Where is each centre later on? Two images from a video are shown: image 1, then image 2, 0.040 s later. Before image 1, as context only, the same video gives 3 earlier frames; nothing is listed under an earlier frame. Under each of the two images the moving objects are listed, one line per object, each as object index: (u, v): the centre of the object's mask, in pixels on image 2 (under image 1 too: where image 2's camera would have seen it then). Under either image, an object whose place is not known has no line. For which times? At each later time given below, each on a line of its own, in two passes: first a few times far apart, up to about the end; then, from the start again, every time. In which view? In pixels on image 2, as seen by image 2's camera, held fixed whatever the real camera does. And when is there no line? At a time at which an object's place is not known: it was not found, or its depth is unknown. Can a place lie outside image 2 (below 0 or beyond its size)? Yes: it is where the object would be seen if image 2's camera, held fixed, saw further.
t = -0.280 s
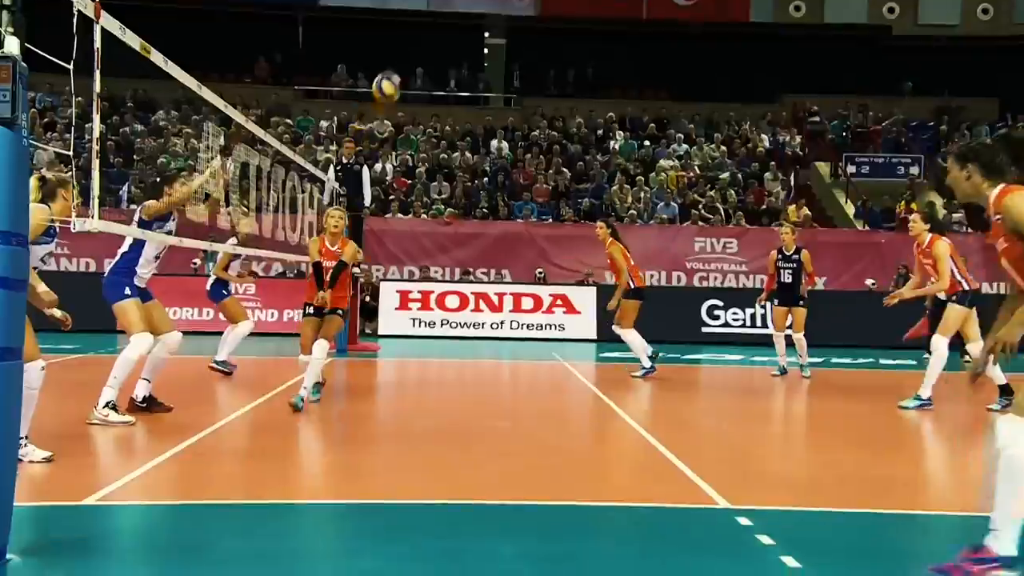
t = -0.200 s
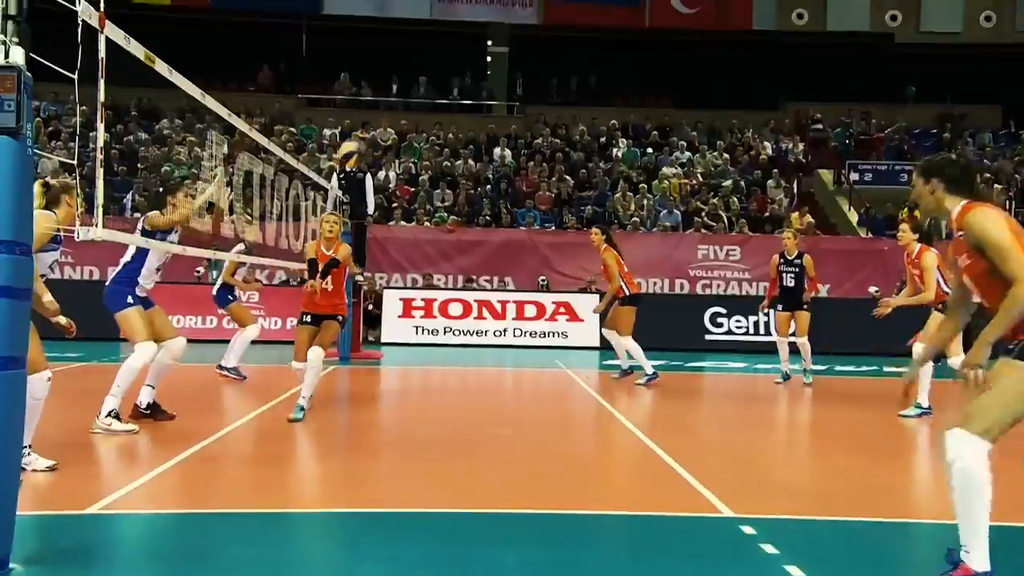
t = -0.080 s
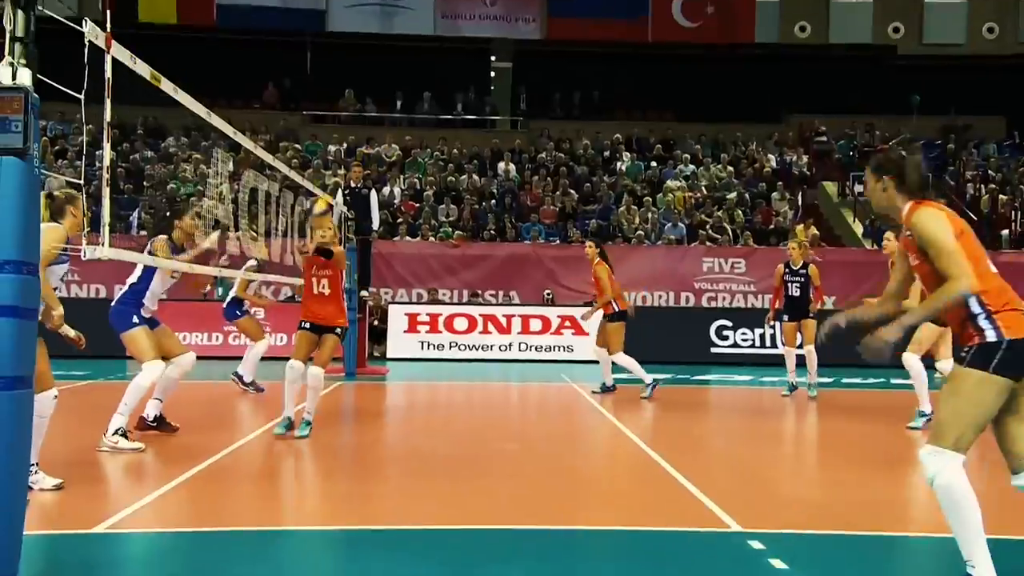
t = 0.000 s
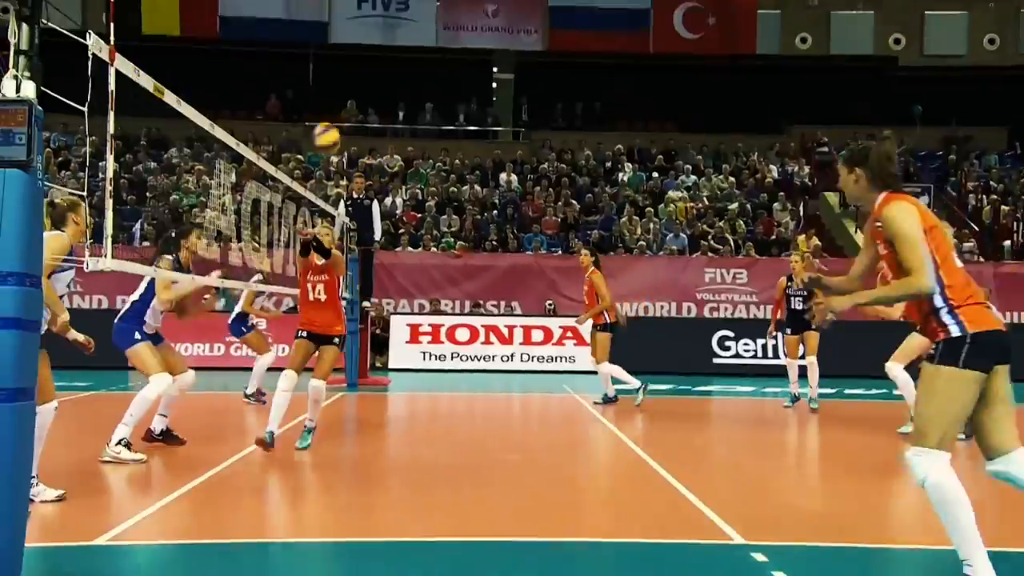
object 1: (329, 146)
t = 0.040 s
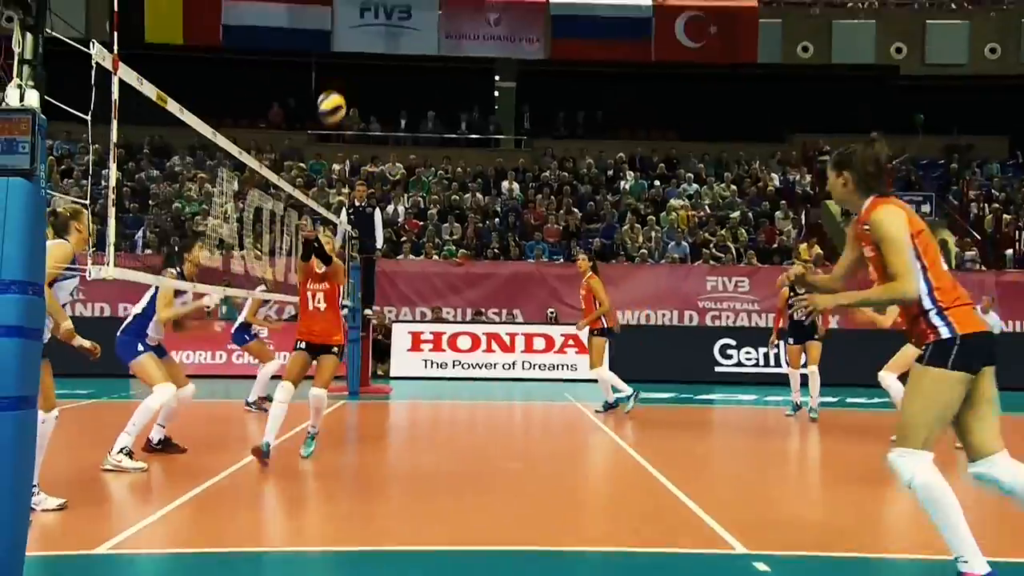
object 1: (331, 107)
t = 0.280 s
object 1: (353, -93)
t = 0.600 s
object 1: (385, -240)
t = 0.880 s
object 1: (414, -254)
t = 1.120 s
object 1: (439, -156)
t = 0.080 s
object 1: (335, 69)
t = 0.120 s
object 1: (338, 33)
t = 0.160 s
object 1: (342, -2)
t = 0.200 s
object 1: (346, -33)
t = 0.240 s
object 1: (350, -64)
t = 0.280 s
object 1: (353, -93)
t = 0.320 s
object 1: (357, -120)
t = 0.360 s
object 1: (362, -142)
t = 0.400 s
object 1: (366, -164)
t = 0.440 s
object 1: (369, -183)
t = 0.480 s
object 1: (374, -201)
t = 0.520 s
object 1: (378, -217)
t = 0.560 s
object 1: (381, -230)
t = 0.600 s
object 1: (385, -240)
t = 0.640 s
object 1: (389, -250)
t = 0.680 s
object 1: (393, -257)
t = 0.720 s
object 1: (397, -262)
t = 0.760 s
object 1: (401, -264)
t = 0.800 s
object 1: (405, -263)
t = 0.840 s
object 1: (410, -260)
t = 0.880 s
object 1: (414, -254)
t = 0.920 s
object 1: (418, -245)
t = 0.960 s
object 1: (422, -234)
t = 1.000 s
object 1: (426, -219)
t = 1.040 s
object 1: (430, -200)
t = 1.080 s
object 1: (433, -180)
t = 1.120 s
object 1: (439, -156)
